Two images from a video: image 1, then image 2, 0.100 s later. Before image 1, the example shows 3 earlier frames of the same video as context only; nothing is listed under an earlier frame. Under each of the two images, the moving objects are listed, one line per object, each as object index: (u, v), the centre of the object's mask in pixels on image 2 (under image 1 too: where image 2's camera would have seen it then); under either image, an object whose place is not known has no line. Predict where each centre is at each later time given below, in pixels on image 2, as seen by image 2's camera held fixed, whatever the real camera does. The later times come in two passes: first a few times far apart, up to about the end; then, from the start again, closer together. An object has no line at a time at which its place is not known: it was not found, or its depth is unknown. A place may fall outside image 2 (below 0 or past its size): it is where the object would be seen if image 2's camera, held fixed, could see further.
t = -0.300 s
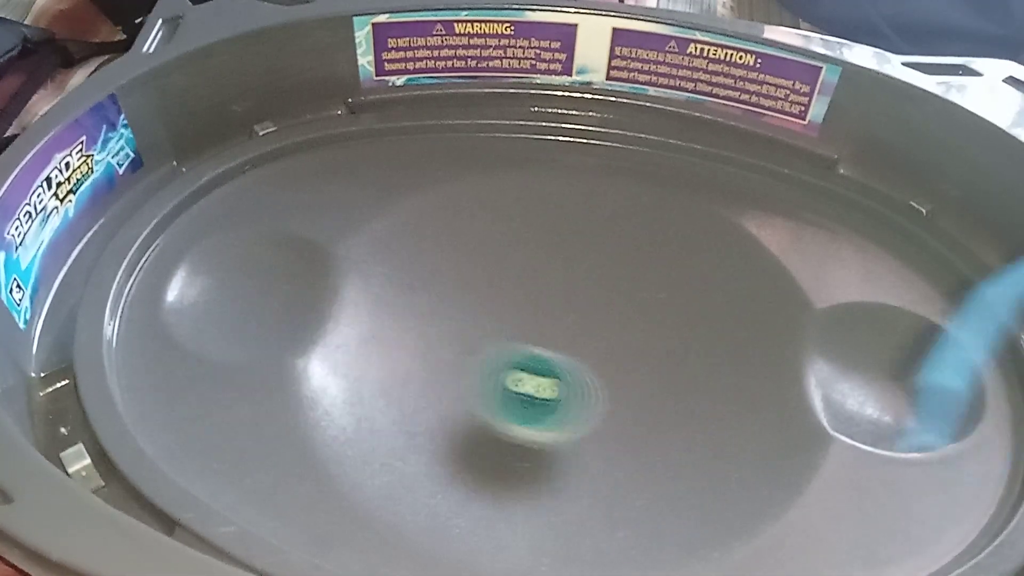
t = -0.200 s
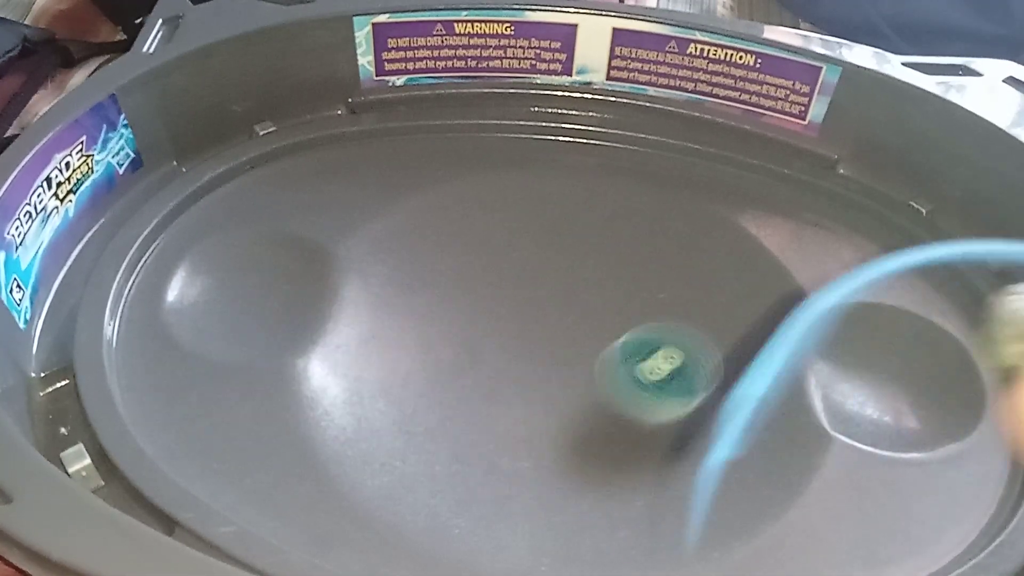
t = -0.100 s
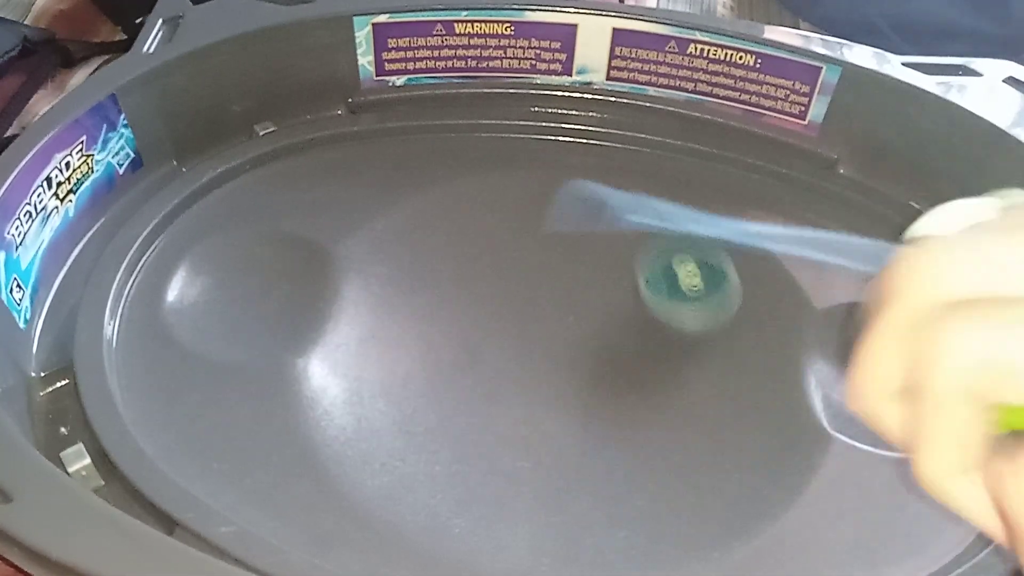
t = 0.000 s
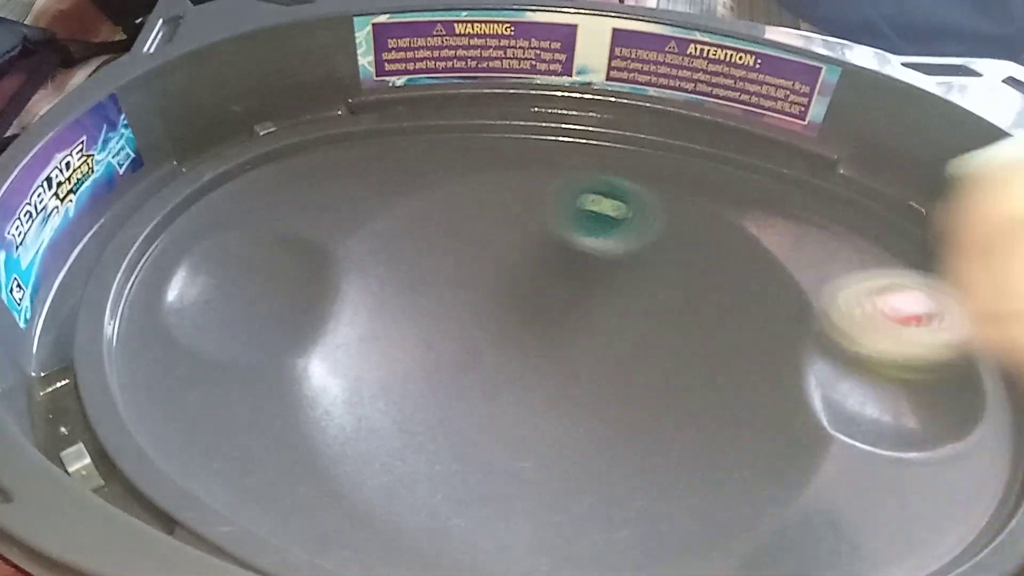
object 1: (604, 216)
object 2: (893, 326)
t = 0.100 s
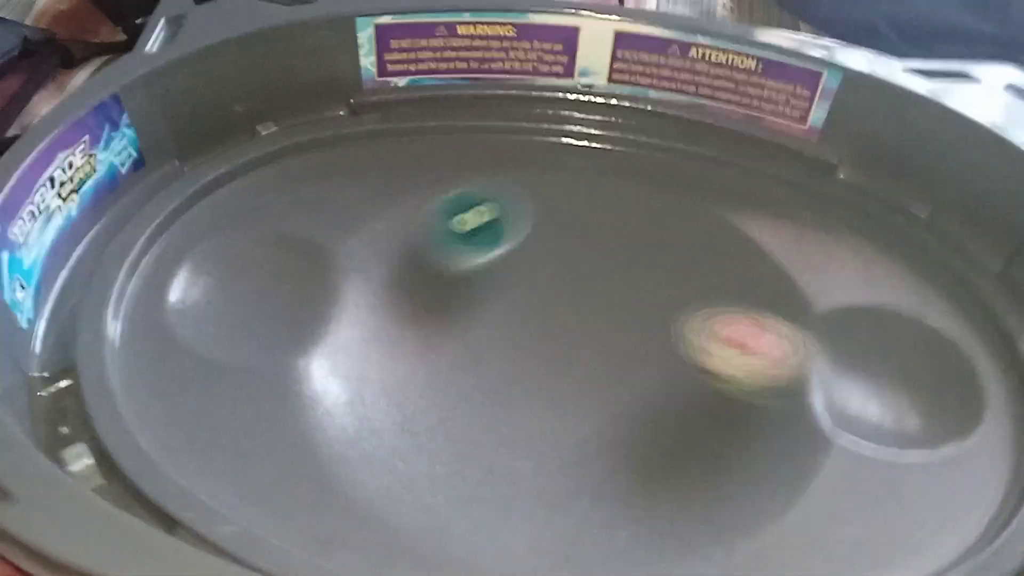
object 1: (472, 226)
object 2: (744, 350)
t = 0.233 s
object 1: (426, 368)
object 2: (545, 285)
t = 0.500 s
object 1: (799, 359)
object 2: (459, 297)
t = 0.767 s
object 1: (597, 204)
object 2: (803, 427)
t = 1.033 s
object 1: (521, 473)
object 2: (969, 466)
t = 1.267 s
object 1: (888, 431)
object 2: (978, 376)
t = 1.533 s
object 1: (462, 539)
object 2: (795, 177)
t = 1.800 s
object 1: (399, 532)
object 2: (683, 328)
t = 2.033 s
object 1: (466, 529)
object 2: (432, 418)
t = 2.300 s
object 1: (598, 417)
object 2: (541, 205)
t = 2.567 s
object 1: (445, 266)
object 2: (746, 457)
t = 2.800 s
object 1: (427, 370)
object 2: (343, 491)
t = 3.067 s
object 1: (546, 243)
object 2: (363, 510)
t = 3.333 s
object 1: (434, 284)
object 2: (559, 537)
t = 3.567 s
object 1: (665, 340)
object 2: (757, 538)
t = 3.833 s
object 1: (638, 198)
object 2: (915, 517)
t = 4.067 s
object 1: (559, 360)
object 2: (966, 456)
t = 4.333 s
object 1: (816, 383)
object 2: (967, 390)
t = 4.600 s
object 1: (668, 339)
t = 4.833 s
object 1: (448, 391)
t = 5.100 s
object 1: (562, 503)
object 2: (699, 299)
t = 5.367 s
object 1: (598, 398)
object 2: (569, 241)
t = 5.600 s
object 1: (455, 359)
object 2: (658, 280)
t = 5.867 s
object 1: (356, 480)
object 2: (654, 341)
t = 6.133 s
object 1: (193, 430)
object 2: (570, 397)
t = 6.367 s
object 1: (182, 378)
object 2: (515, 301)
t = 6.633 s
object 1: (157, 290)
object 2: (655, 370)
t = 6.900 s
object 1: (334, 264)
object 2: (443, 359)
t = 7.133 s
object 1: (434, 371)
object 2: (609, 281)
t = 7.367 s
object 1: (457, 369)
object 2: (866, 425)
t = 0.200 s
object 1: (411, 323)
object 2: (589, 302)
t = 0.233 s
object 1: (426, 368)
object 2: (545, 285)
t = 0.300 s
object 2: (476, 255)
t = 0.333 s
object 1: (568, 460)
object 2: (452, 248)
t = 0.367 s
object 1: (632, 463)
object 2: (435, 246)
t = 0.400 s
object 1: (692, 452)
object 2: (427, 250)
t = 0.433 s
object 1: (740, 429)
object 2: (427, 262)
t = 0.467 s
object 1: (776, 397)
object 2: (438, 279)
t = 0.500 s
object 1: (799, 359)
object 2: (459, 297)
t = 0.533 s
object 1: (809, 327)
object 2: (489, 316)
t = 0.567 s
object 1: (809, 298)
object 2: (526, 330)
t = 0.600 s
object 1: (794, 277)
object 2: (572, 343)
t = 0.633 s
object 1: (771, 253)
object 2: (627, 353)
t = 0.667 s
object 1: (734, 230)
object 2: (683, 367)
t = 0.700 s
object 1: (695, 214)
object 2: (733, 383)
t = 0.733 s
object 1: (650, 204)
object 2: (773, 403)
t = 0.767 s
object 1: (597, 204)
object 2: (803, 427)
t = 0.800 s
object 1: (548, 214)
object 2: (830, 461)
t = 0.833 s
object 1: (499, 235)
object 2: (859, 491)
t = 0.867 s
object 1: (463, 264)
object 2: (897, 517)
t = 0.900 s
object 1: (438, 303)
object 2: (915, 517)
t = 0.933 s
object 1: (429, 347)
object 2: (923, 501)
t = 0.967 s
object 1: (441, 393)
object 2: (939, 489)
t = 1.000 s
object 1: (473, 437)
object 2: (957, 481)
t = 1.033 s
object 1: (521, 473)
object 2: (969, 466)
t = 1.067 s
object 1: (584, 497)
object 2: (971, 447)
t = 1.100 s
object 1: (653, 503)
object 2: (976, 430)
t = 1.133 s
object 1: (714, 494)
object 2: (979, 416)
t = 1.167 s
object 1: (768, 474)
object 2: (979, 399)
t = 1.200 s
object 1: (814, 454)
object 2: (980, 388)
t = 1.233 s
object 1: (857, 436)
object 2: (980, 380)
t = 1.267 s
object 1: (888, 431)
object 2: (978, 376)
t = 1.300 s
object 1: (824, 471)
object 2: (979, 341)
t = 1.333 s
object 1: (748, 508)
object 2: (967, 295)
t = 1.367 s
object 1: (682, 533)
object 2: (954, 256)
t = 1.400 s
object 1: (628, 549)
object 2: (935, 226)
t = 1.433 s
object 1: (574, 550)
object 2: (909, 197)
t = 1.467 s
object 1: (528, 546)
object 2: (873, 186)
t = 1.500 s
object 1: (491, 542)
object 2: (834, 179)
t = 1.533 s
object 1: (462, 539)
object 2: (795, 177)
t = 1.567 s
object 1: (439, 540)
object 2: (762, 183)
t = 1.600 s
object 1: (429, 536)
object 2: (746, 186)
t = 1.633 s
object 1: (424, 532)
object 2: (735, 193)
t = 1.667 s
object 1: (412, 532)
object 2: (727, 203)
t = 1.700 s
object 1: (398, 534)
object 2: (717, 224)
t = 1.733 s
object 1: (395, 534)
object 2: (705, 254)
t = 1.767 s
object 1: (399, 532)
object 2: (694, 288)
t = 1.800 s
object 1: (399, 532)
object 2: (683, 328)
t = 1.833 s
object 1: (397, 534)
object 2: (675, 366)
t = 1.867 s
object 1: (405, 536)
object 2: (655, 402)
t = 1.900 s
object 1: (425, 539)
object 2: (621, 431)
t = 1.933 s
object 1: (451, 540)
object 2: (576, 447)
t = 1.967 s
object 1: (466, 538)
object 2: (527, 449)
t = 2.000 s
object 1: (471, 535)
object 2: (477, 438)
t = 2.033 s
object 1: (466, 529)
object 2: (432, 418)
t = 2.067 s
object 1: (456, 522)
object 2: (397, 387)
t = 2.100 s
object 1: (454, 512)
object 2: (375, 348)
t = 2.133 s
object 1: (466, 499)
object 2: (371, 309)
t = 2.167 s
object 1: (489, 488)
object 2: (384, 271)
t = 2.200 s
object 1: (521, 476)
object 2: (411, 241)
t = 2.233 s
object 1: (556, 461)
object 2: (450, 219)
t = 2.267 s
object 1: (582, 441)
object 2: (493, 207)
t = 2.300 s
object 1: (598, 417)
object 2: (541, 205)
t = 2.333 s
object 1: (602, 389)
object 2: (594, 211)
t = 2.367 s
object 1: (597, 363)
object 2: (643, 227)
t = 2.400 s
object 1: (582, 333)
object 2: (689, 252)
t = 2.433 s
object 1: (560, 311)
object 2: (730, 286)
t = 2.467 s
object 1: (534, 292)
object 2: (758, 326)
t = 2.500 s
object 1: (506, 278)
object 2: (772, 369)
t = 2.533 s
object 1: (475, 269)
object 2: (769, 415)
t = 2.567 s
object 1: (445, 266)
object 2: (746, 457)
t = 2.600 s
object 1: (413, 269)
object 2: (704, 493)
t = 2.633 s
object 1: (383, 281)
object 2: (646, 514)
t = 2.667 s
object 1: (361, 300)
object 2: (576, 520)
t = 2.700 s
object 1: (351, 327)
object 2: (508, 515)
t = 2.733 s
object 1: (360, 359)
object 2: (443, 497)
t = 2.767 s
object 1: (387, 382)
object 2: (387, 474)
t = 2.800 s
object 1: (427, 370)
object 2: (343, 491)
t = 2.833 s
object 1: (465, 353)
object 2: (319, 486)
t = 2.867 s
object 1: (495, 339)
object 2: (305, 481)
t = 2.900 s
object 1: (520, 326)
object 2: (302, 479)
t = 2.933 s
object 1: (539, 311)
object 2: (305, 479)
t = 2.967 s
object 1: (550, 294)
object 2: (315, 485)
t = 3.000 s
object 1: (554, 277)
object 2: (330, 494)
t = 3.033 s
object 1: (553, 259)
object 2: (346, 502)
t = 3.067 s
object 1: (546, 243)
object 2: (363, 510)
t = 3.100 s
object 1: (533, 228)
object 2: (383, 516)
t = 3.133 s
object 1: (517, 216)
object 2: (404, 520)
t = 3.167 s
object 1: (497, 208)
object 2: (427, 523)
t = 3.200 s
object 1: (474, 206)
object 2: (455, 528)
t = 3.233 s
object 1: (452, 213)
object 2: (483, 531)
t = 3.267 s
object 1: (436, 230)
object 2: (508, 533)
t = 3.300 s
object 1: (428, 255)
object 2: (534, 535)
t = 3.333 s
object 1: (434, 284)
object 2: (559, 537)
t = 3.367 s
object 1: (453, 313)
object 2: (584, 538)
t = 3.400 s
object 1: (484, 338)
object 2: (613, 539)
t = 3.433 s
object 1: (520, 353)
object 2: (644, 540)
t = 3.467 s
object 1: (559, 361)
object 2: (670, 540)
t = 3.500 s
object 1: (598, 361)
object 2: (699, 539)
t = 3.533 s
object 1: (635, 353)
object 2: (728, 538)
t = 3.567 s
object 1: (665, 340)
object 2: (757, 538)
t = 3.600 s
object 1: (689, 321)
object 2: (782, 535)
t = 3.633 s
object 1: (705, 300)
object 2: (804, 532)
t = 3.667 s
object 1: (714, 277)
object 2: (828, 531)
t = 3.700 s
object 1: (713, 255)
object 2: (850, 528)
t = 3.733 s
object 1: (704, 232)
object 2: (869, 526)
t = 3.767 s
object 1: (689, 215)
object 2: (887, 523)
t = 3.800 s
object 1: (665, 202)
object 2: (902, 520)
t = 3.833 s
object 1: (638, 198)
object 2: (915, 517)
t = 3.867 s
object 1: (606, 202)
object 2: (928, 512)
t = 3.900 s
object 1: (576, 215)
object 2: (939, 506)
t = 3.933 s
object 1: (554, 238)
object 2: (946, 498)
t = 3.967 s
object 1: (540, 267)
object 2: (952, 488)
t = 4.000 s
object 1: (535, 298)
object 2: (957, 478)
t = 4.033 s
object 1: (542, 330)
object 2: (962, 468)
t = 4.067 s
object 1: (559, 360)
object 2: (966, 456)
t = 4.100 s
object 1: (584, 385)
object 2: (970, 444)
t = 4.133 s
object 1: (616, 404)
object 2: (971, 434)
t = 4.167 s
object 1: (650, 417)
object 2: (972, 424)
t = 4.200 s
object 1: (690, 423)
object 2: (975, 413)
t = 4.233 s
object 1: (727, 421)
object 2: (976, 404)
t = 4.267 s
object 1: (756, 414)
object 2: (976, 394)
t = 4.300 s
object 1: (789, 398)
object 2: (973, 390)
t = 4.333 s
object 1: (816, 383)
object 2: (967, 390)
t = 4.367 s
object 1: (829, 373)
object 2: (964, 392)
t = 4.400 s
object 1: (833, 370)
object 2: (968, 393)
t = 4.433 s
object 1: (838, 373)
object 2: (969, 399)
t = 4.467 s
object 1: (810, 357)
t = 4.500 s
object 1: (780, 356)
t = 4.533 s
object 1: (745, 351)
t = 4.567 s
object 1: (706, 343)
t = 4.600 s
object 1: (668, 339)
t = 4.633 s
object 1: (628, 338)
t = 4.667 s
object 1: (591, 341)
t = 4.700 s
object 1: (556, 345)
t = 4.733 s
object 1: (525, 353)
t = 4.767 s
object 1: (497, 363)
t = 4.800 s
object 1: (470, 377)
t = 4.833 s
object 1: (448, 391)
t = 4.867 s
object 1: (433, 409)
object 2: (913, 401)
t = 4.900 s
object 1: (425, 427)
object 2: (868, 385)
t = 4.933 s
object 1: (427, 449)
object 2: (831, 356)
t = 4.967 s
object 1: (439, 471)
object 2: (805, 331)
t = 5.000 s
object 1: (462, 488)
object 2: (782, 313)
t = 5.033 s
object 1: (491, 501)
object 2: (753, 303)
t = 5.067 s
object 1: (527, 506)
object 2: (727, 298)
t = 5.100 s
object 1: (562, 503)
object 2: (699, 299)
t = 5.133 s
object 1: (591, 489)
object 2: (674, 304)
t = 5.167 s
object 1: (612, 470)
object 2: (651, 310)
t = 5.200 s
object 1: (621, 446)
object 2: (633, 315)
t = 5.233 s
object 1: (623, 421)
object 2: (616, 318)
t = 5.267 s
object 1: (618, 409)
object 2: (598, 312)
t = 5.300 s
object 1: (615, 413)
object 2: (580, 285)
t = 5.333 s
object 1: (608, 410)
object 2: (571, 261)
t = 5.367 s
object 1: (598, 398)
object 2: (569, 241)
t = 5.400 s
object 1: (583, 383)
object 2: (575, 226)
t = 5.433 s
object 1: (564, 369)
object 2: (587, 216)
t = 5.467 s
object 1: (543, 359)
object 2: (604, 210)
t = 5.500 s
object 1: (521, 353)
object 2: (625, 215)
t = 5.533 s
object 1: (496, 350)
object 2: (643, 228)
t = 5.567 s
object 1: (474, 352)
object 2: (656, 251)
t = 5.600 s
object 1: (455, 359)
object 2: (658, 280)
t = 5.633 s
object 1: (441, 370)
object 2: (649, 311)
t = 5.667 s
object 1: (438, 388)
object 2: (628, 341)
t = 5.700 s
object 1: (449, 405)
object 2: (598, 365)
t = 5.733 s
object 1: (455, 420)
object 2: (573, 375)
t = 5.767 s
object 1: (409, 440)
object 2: (600, 363)
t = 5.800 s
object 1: (380, 454)
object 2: (625, 354)
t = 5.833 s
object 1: (366, 470)
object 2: (644, 344)
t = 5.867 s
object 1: (356, 480)
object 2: (654, 341)
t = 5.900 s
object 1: (339, 483)
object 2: (658, 342)
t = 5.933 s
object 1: (320, 479)
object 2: (659, 352)
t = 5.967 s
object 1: (295, 472)
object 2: (656, 363)
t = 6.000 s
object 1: (274, 463)
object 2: (647, 376)
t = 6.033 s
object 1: (250, 453)
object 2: (633, 387)
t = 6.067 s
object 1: (232, 445)
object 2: (615, 395)
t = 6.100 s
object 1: (211, 437)
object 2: (595, 399)
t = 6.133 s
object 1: (193, 430)
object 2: (570, 397)
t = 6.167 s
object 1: (187, 428)
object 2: (546, 390)
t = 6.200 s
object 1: (191, 428)
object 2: (525, 380)
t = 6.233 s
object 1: (194, 423)
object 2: (510, 365)
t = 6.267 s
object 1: (194, 415)
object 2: (500, 349)
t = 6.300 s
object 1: (191, 403)
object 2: (498, 332)
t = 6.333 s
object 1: (188, 391)
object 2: (503, 314)
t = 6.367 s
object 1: (182, 378)
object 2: (515, 301)
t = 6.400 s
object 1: (178, 364)
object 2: (532, 290)
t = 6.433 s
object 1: (176, 352)
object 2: (553, 286)
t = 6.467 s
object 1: (172, 341)
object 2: (577, 286)
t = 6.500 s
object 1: (170, 329)
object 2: (601, 293)
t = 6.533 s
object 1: (166, 317)
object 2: (625, 305)
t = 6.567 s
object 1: (161, 306)
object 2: (643, 323)
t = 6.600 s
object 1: (157, 295)
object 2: (654, 346)
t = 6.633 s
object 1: (157, 290)
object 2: (655, 370)
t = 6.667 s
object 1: (164, 289)
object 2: (644, 395)
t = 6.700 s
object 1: (184, 296)
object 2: (622, 415)
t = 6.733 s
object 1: (210, 306)
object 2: (590, 427)
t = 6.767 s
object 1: (244, 312)
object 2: (552, 430)
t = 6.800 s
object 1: (280, 308)
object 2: (515, 423)
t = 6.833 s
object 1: (307, 292)
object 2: (483, 408)
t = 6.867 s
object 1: (323, 277)
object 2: (459, 386)
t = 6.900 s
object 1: (334, 264)
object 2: (443, 359)
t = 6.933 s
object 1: (339, 260)
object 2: (442, 333)
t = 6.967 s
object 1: (342, 263)
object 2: (453, 309)
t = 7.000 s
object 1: (348, 277)
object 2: (475, 290)
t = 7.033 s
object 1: (358, 300)
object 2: (503, 277)
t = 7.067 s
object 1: (376, 326)
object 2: (537, 271)
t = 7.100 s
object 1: (404, 351)
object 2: (573, 272)
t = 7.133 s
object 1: (434, 371)
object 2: (609, 281)
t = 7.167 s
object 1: (465, 384)
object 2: (643, 296)
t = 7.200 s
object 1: (500, 393)
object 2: (672, 317)
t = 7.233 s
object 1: (533, 397)
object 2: (693, 343)
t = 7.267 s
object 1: (566, 397)
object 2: (704, 372)
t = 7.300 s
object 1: (568, 393)
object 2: (728, 399)
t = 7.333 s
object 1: (507, 382)
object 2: (799, 407)
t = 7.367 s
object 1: (457, 369)
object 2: (866, 425)
